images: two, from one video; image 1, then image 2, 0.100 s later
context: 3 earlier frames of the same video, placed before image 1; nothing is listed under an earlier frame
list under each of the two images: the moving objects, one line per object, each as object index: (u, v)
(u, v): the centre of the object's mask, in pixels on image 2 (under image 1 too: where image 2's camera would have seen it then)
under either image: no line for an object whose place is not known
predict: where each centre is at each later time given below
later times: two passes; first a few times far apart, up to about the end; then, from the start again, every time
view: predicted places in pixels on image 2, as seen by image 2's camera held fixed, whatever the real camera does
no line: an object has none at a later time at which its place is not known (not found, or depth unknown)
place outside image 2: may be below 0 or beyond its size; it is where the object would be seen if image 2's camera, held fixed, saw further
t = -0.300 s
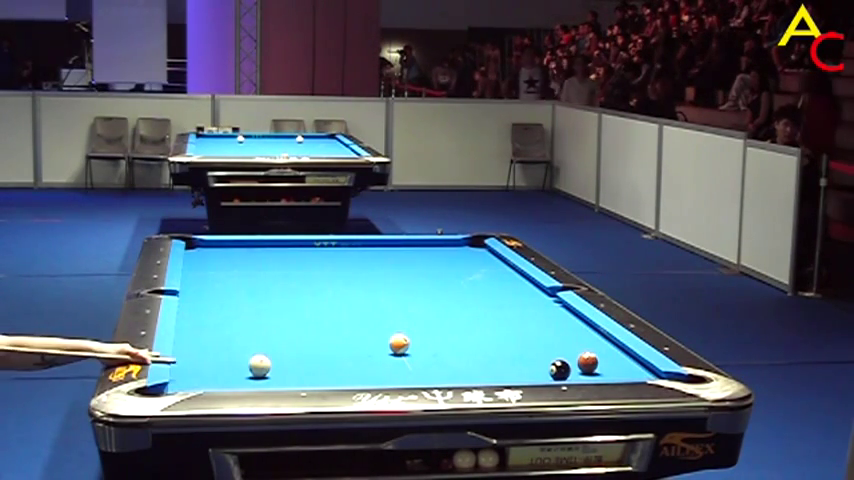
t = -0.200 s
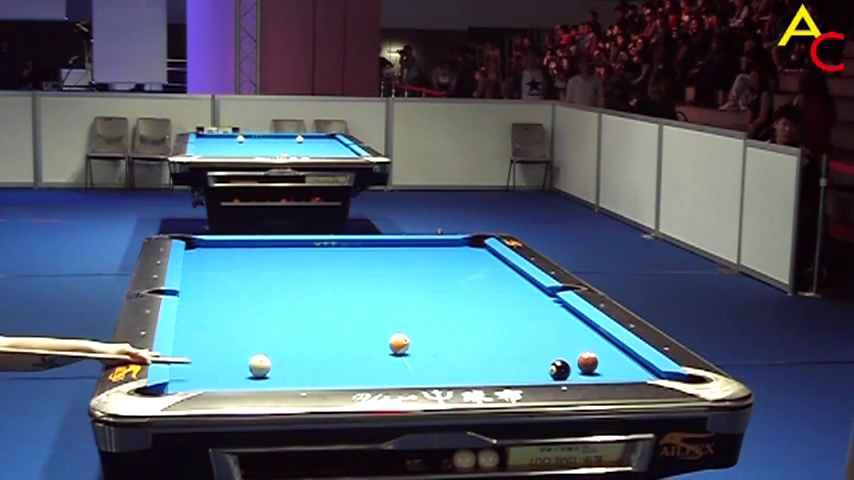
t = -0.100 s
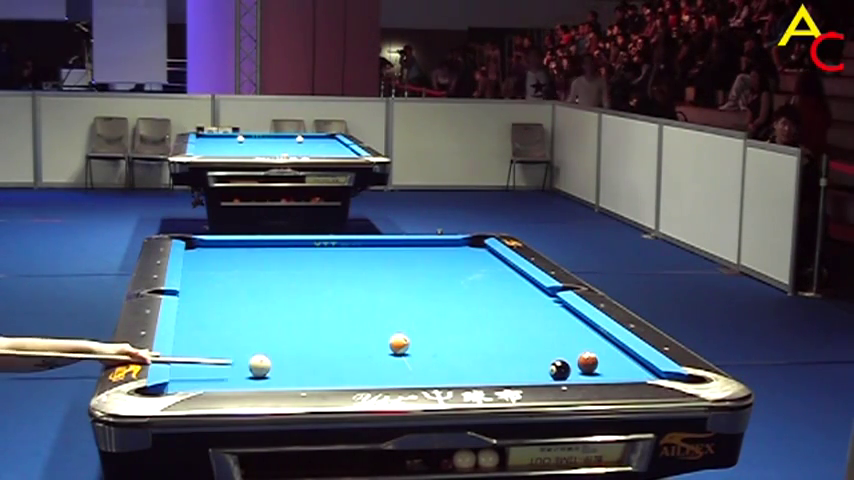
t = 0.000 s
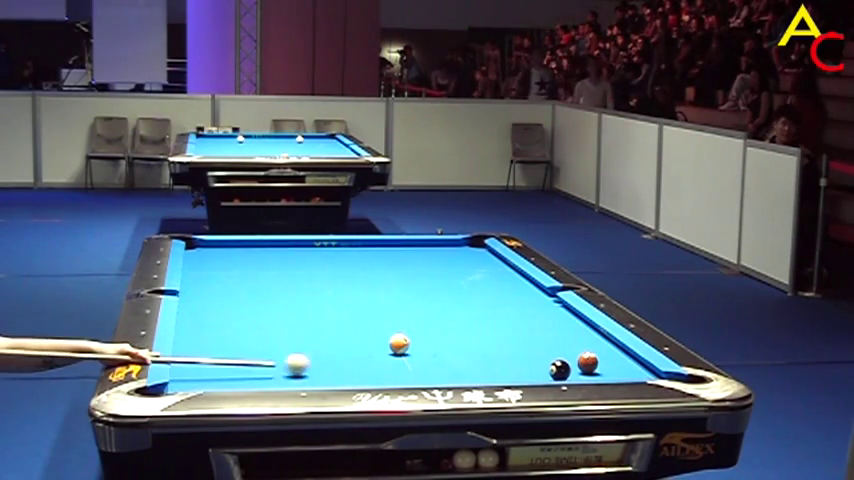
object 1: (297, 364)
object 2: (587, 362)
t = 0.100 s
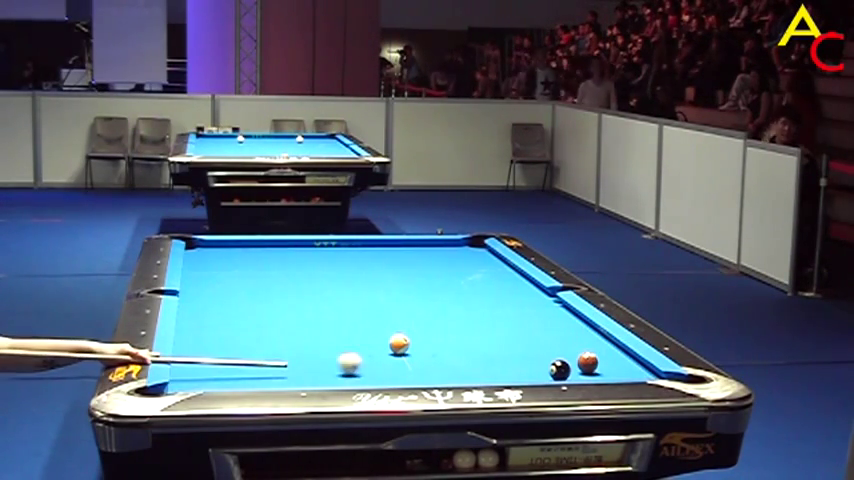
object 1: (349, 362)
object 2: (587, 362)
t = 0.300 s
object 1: (451, 361)
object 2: (587, 362)
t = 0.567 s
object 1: (576, 356)
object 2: (591, 363)
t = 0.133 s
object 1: (367, 362)
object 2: (587, 362)
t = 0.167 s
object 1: (383, 362)
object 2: (587, 362)
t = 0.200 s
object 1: (401, 362)
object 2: (587, 362)
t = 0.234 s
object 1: (418, 362)
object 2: (587, 362)
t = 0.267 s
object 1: (435, 361)
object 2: (587, 362)
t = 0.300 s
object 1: (451, 361)
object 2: (587, 362)
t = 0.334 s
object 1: (468, 360)
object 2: (587, 362)
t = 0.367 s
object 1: (484, 360)
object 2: (587, 362)
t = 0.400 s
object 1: (500, 359)
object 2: (587, 362)
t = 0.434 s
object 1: (516, 359)
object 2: (587, 362)
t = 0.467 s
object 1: (532, 358)
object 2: (587, 362)
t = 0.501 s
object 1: (548, 357)
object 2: (588, 362)
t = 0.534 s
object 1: (565, 356)
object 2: (588, 362)
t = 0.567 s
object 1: (576, 356)
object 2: (591, 363)
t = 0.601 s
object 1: (586, 353)
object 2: (596, 365)
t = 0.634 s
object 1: (599, 351)
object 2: (600, 366)
